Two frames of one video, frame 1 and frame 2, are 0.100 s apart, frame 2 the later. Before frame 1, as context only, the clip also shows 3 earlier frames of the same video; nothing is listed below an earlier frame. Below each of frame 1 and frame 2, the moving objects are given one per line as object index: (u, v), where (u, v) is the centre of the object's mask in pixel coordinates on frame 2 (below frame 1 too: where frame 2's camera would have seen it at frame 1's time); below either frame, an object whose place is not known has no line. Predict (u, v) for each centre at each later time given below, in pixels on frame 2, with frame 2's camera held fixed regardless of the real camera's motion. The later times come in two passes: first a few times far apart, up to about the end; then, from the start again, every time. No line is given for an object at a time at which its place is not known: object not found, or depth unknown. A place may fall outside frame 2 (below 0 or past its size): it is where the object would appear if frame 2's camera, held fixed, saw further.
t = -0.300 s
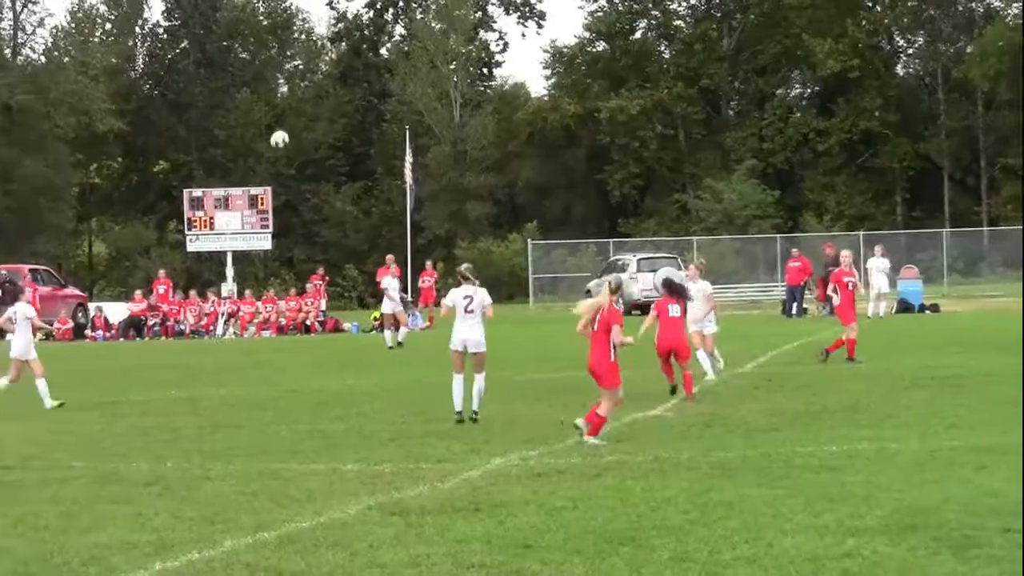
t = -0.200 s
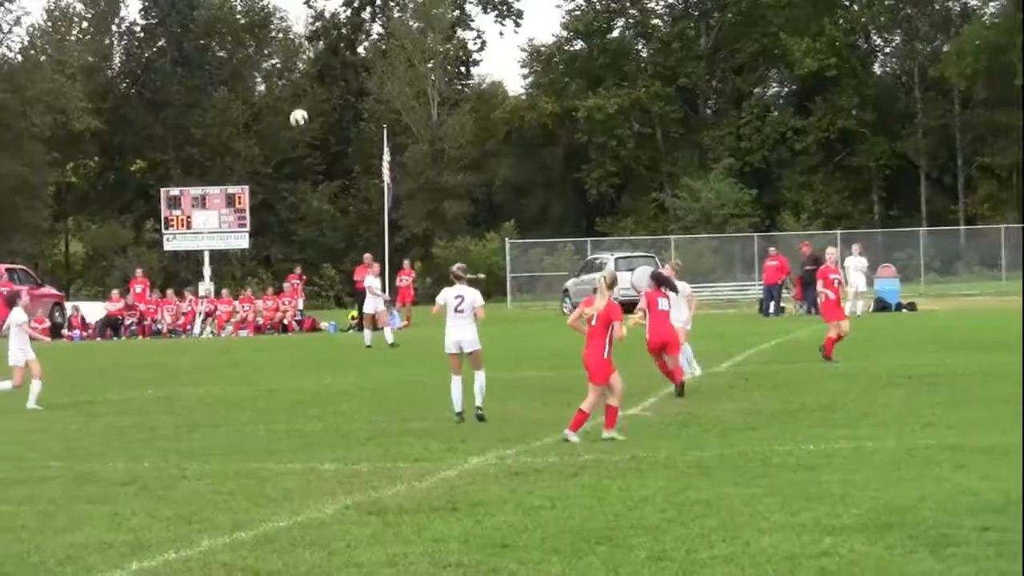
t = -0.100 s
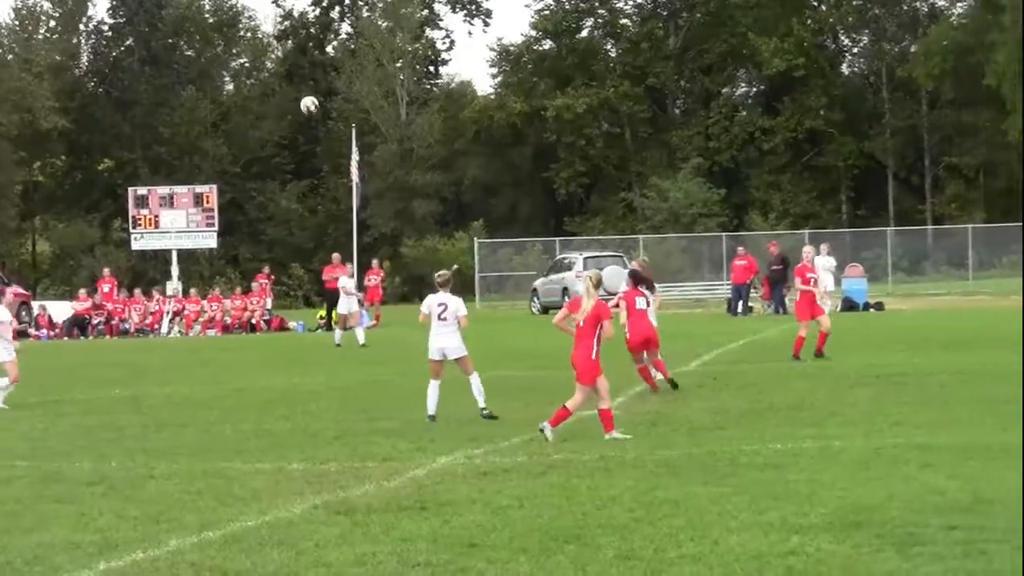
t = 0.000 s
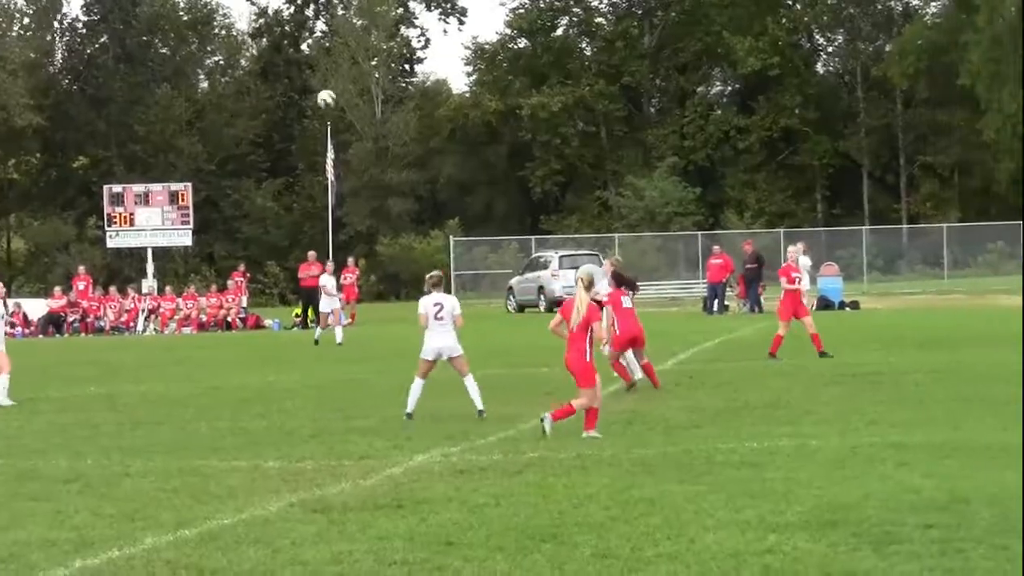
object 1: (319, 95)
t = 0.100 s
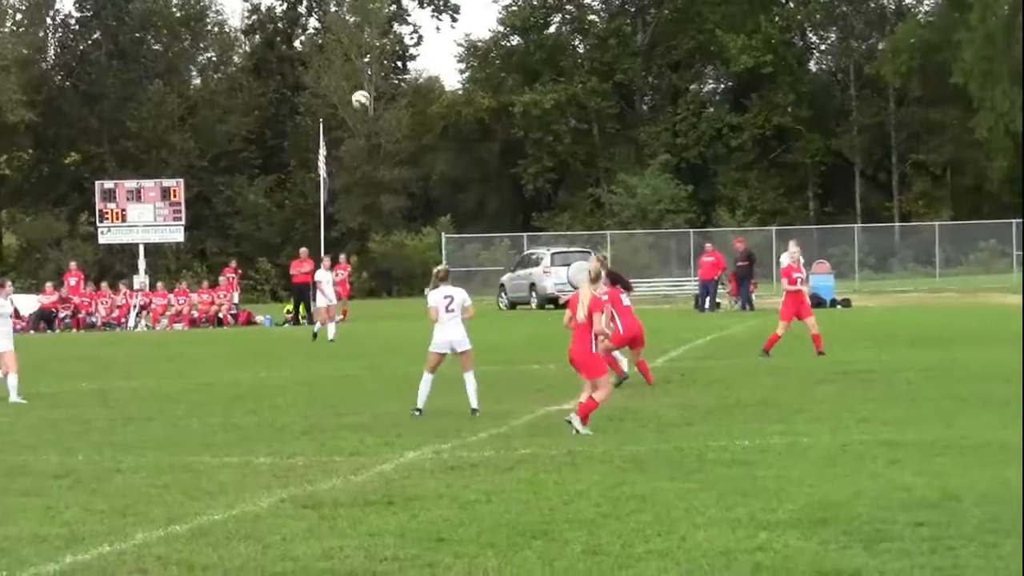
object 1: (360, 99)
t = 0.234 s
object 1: (415, 116)
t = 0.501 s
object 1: (520, 194)
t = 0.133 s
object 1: (374, 102)
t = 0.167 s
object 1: (388, 106)
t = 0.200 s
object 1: (401, 111)
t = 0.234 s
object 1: (415, 116)
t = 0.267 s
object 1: (425, 123)
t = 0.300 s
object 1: (439, 131)
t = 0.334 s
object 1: (453, 139)
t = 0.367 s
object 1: (466, 148)
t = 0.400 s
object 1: (480, 158)
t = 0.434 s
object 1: (493, 169)
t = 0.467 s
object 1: (507, 181)
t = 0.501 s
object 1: (520, 194)
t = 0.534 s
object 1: (534, 208)
